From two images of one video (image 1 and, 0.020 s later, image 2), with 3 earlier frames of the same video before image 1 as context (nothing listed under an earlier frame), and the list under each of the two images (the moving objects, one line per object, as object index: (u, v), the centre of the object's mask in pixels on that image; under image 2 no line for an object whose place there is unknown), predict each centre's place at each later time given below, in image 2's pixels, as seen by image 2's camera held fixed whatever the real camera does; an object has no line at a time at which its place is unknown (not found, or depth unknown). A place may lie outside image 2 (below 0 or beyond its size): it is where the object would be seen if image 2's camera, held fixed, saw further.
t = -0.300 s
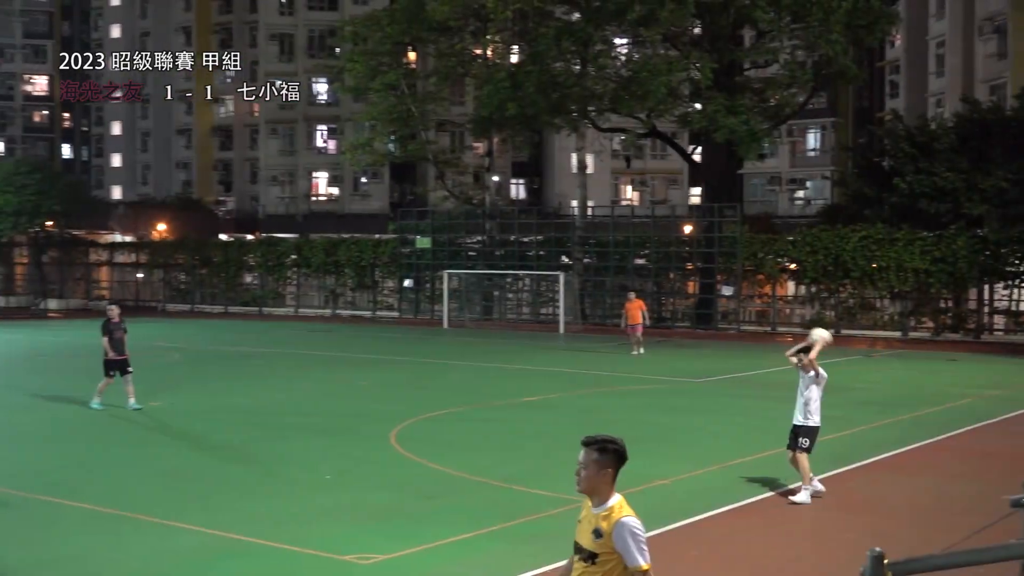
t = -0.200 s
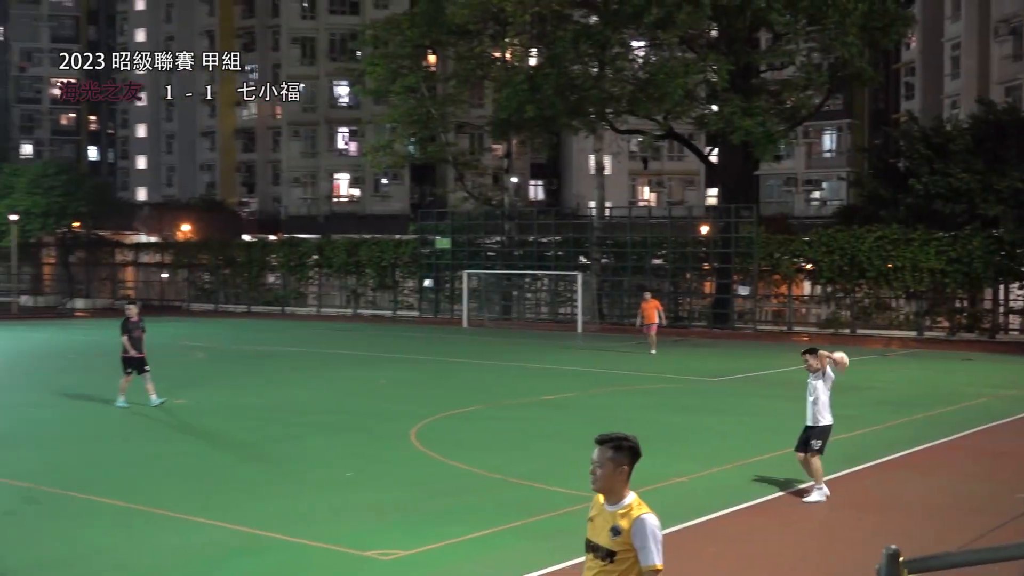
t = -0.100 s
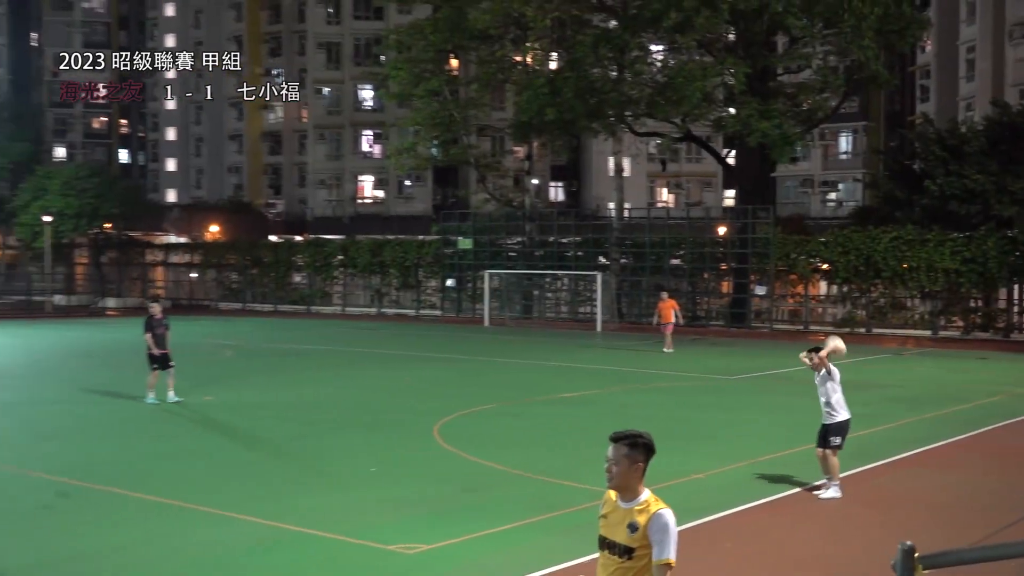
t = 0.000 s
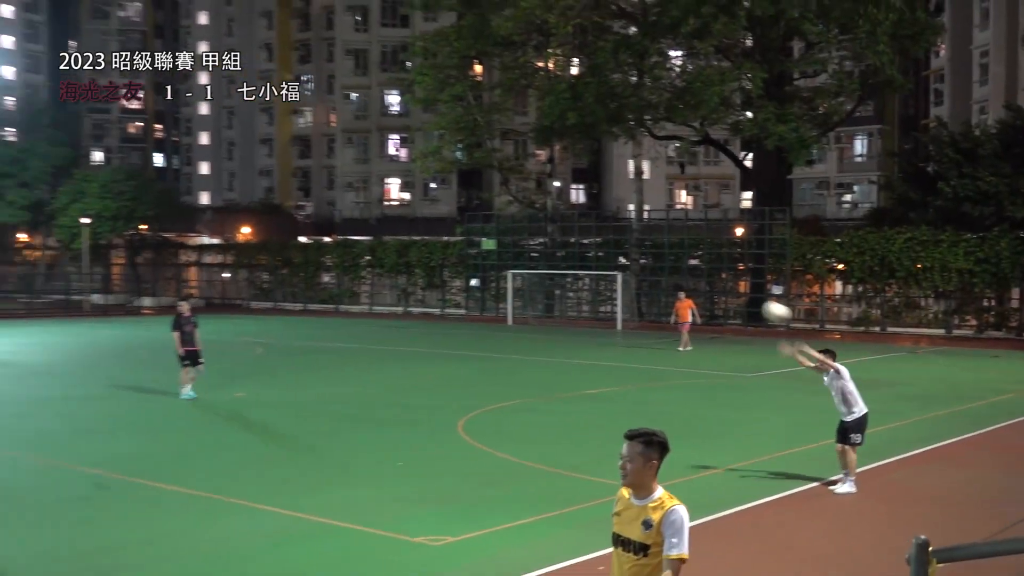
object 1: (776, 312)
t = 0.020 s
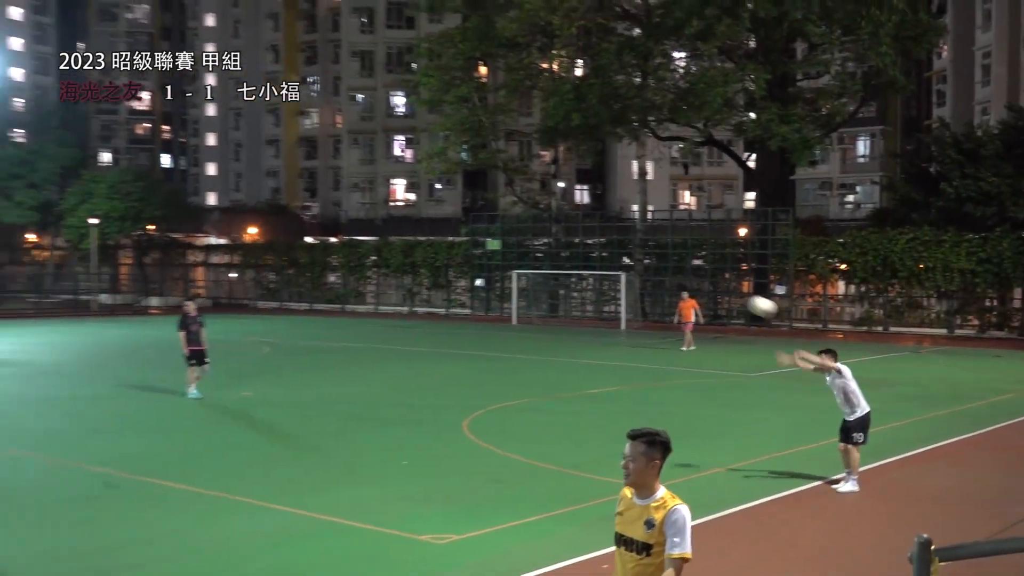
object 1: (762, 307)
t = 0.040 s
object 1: (745, 302)
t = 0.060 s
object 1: (727, 297)
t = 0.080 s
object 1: (710, 293)
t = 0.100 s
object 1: (692, 289)
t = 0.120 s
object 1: (674, 285)
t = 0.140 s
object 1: (657, 282)
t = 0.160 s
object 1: (641, 279)
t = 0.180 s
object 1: (623, 276)
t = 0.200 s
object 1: (606, 274)
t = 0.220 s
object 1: (589, 272)
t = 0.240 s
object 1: (572, 271)
